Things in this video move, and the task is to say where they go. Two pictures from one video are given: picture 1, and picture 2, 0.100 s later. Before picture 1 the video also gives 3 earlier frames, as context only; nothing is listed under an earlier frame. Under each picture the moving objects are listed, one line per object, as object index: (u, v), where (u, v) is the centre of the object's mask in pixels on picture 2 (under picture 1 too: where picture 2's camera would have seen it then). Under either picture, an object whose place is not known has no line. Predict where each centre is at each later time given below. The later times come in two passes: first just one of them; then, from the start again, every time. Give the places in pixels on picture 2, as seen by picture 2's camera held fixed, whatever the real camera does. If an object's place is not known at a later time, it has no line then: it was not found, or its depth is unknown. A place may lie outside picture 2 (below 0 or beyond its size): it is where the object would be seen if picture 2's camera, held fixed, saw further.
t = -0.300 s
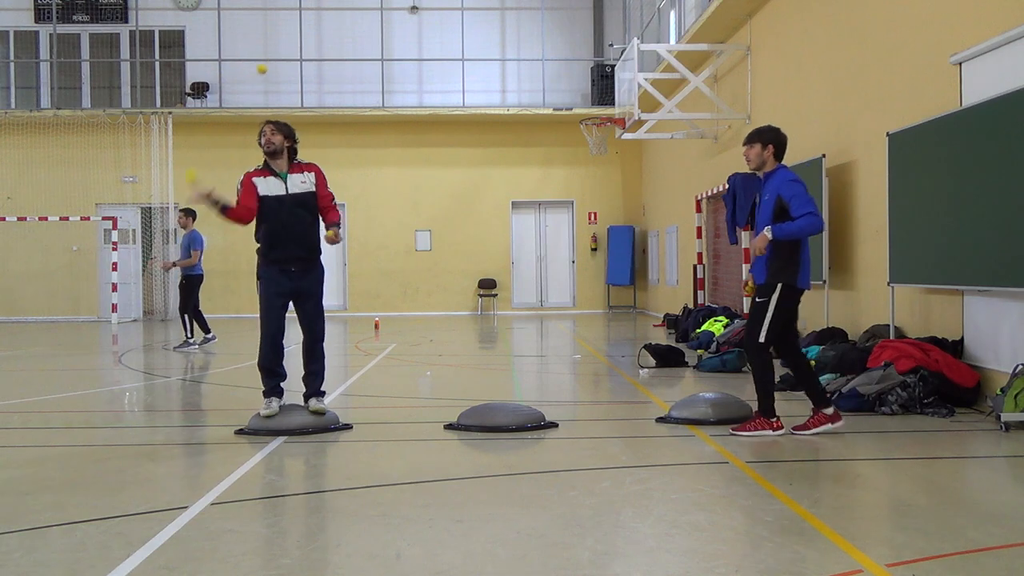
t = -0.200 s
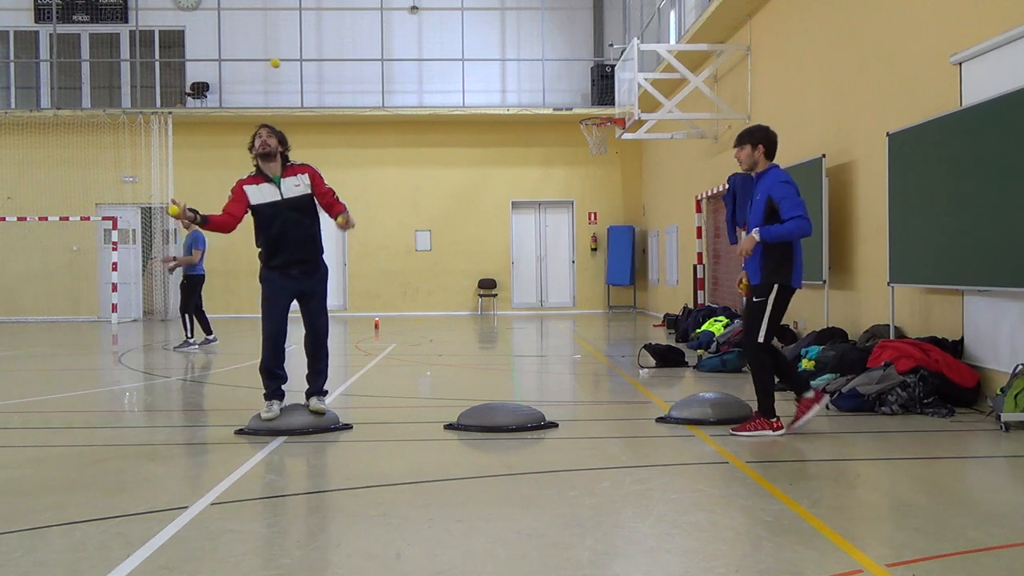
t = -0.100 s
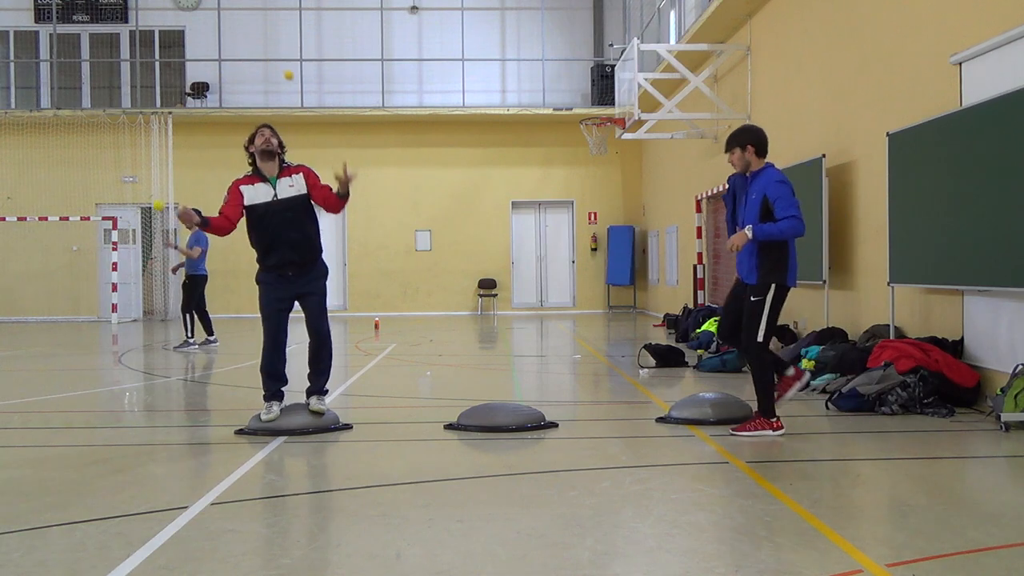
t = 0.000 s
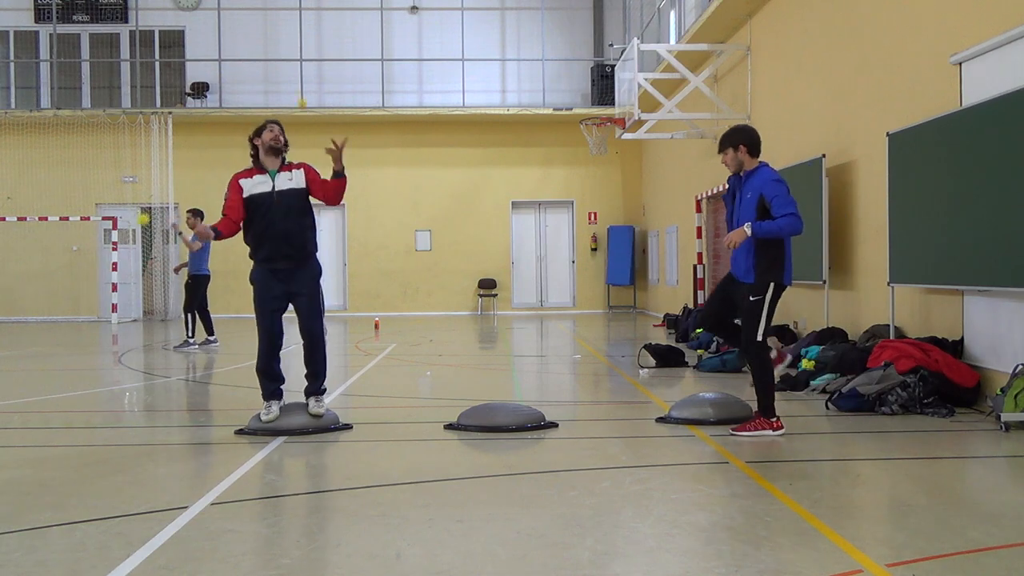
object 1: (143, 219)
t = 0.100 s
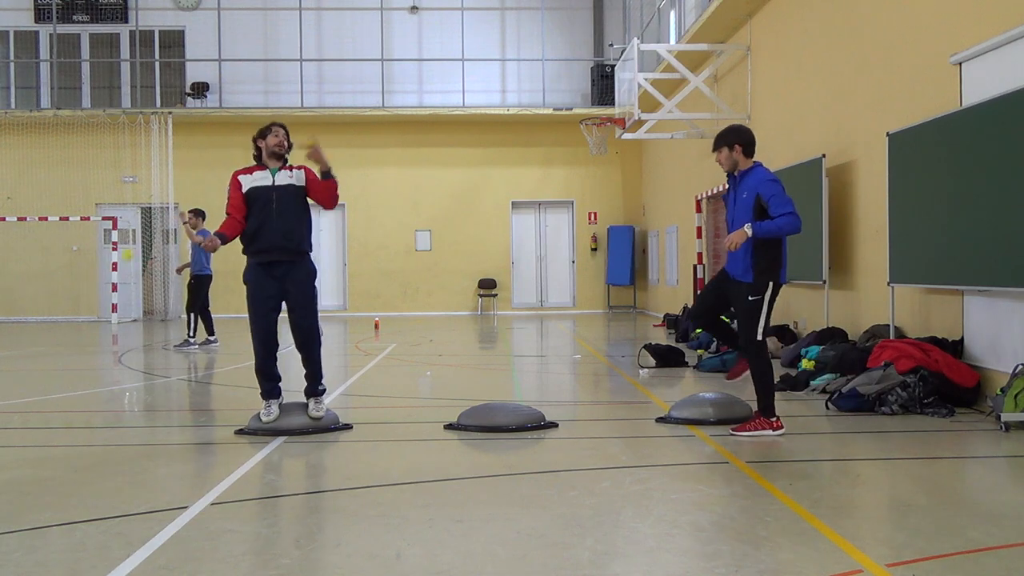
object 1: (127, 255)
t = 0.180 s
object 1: (114, 299)
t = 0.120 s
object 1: (123, 264)
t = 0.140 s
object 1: (121, 275)
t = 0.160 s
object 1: (117, 286)
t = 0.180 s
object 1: (114, 299)
